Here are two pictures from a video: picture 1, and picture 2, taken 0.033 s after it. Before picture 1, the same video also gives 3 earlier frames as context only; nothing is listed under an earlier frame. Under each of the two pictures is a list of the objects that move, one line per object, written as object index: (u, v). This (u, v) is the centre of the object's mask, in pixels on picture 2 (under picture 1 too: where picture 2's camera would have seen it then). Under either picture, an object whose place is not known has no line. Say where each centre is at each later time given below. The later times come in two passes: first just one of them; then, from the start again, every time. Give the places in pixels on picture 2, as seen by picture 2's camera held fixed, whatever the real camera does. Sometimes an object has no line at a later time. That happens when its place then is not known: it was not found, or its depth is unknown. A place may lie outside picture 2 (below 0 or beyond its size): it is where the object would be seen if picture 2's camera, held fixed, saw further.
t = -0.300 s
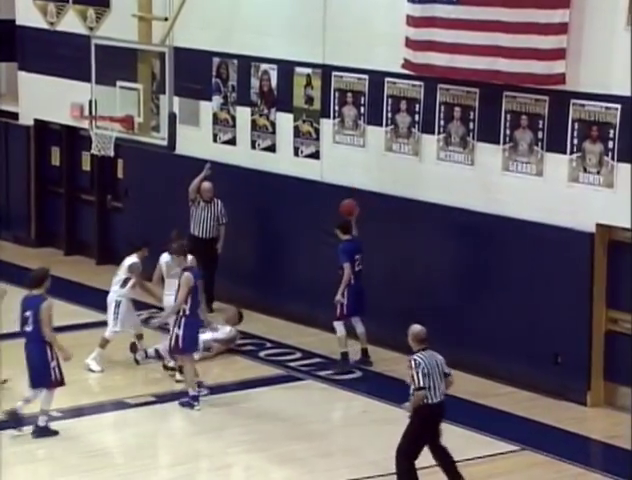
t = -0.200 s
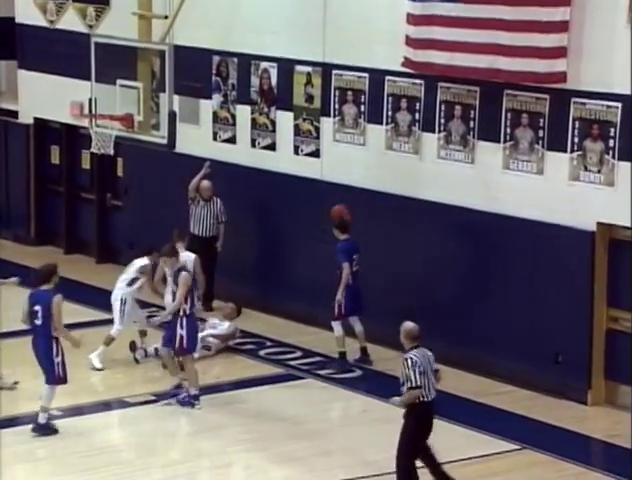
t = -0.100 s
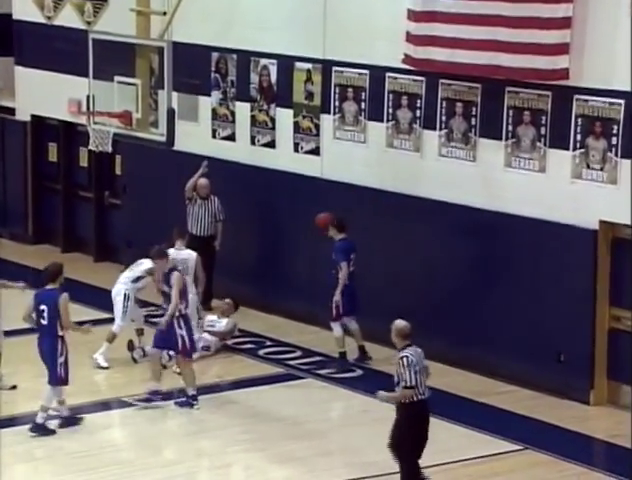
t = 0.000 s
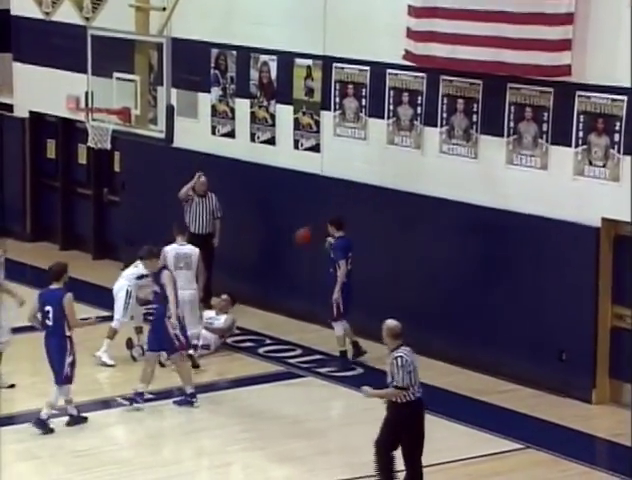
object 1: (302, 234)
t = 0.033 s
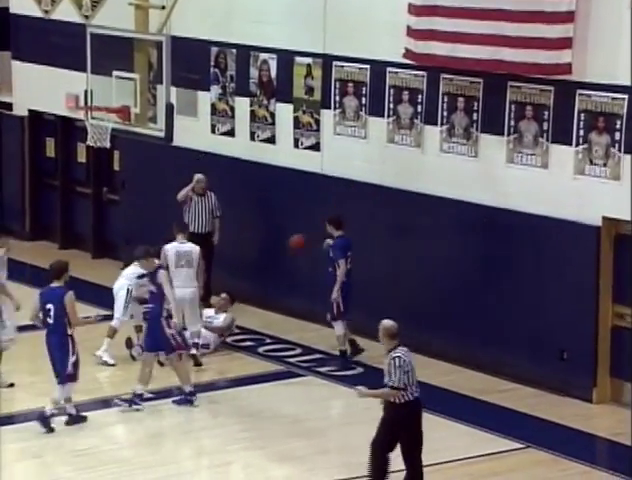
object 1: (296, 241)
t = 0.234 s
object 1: (260, 301)
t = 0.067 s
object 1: (289, 249)
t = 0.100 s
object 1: (283, 260)
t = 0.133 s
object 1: (277, 269)
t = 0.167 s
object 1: (270, 279)
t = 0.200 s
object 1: (264, 289)
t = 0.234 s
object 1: (260, 301)
